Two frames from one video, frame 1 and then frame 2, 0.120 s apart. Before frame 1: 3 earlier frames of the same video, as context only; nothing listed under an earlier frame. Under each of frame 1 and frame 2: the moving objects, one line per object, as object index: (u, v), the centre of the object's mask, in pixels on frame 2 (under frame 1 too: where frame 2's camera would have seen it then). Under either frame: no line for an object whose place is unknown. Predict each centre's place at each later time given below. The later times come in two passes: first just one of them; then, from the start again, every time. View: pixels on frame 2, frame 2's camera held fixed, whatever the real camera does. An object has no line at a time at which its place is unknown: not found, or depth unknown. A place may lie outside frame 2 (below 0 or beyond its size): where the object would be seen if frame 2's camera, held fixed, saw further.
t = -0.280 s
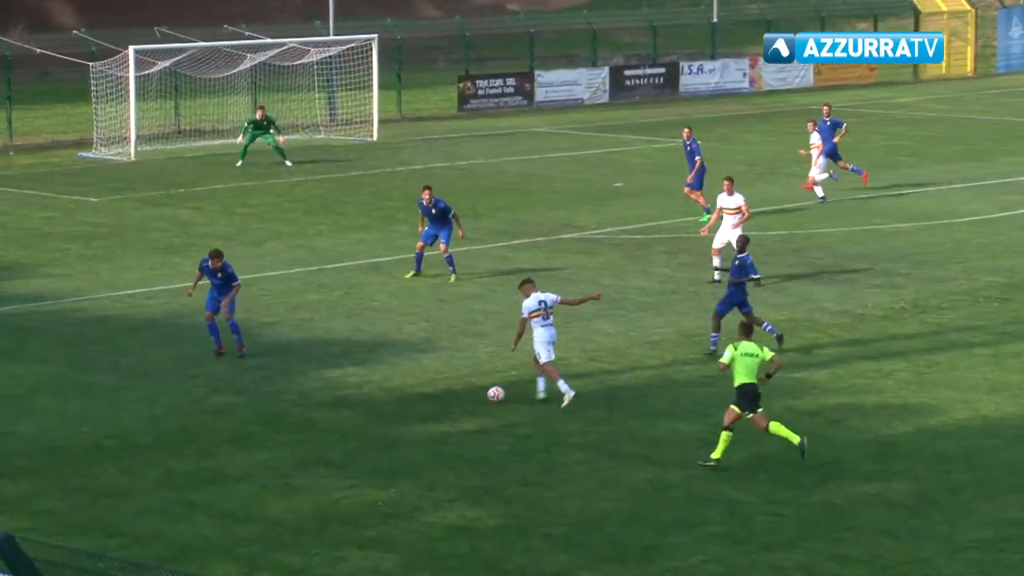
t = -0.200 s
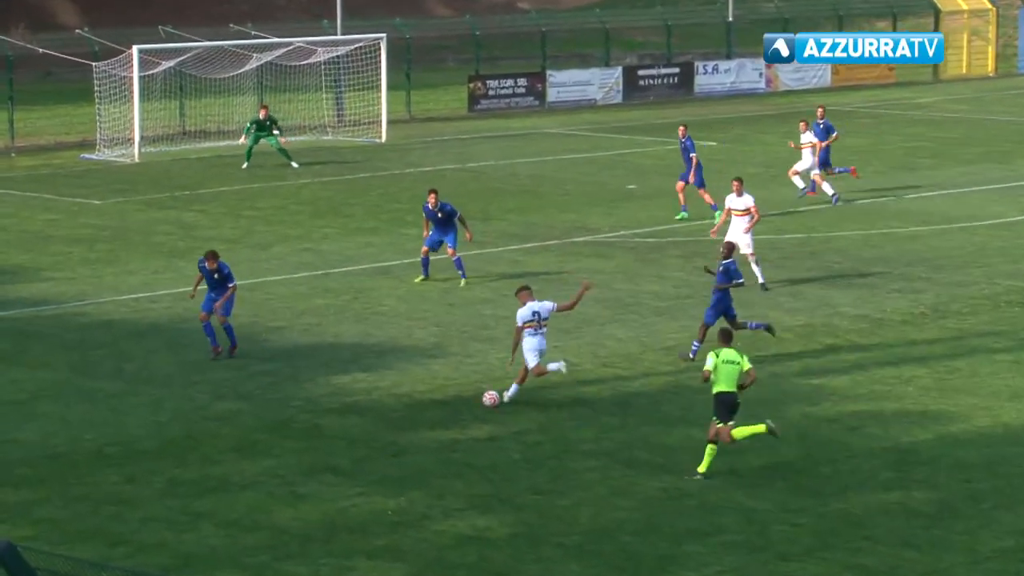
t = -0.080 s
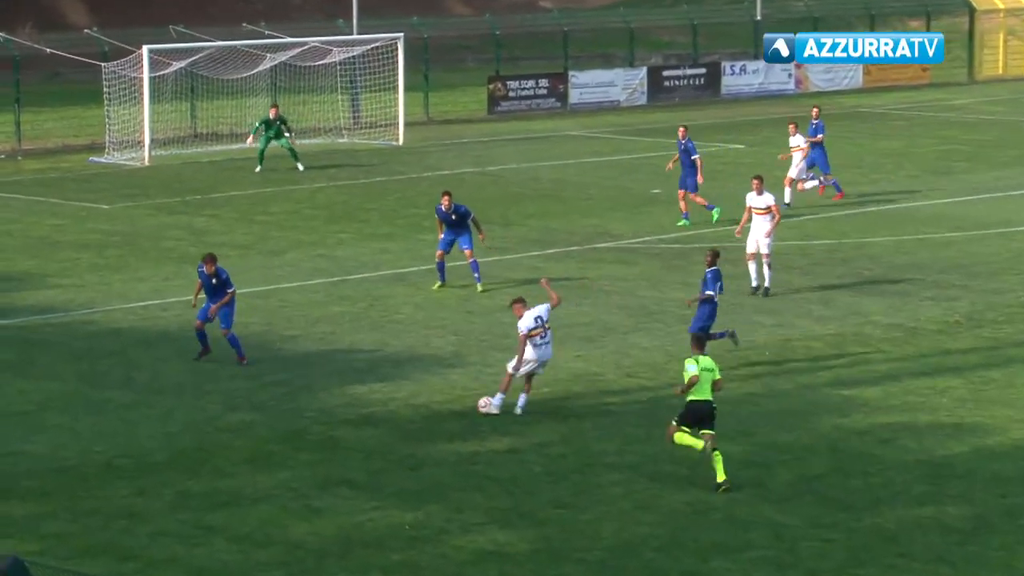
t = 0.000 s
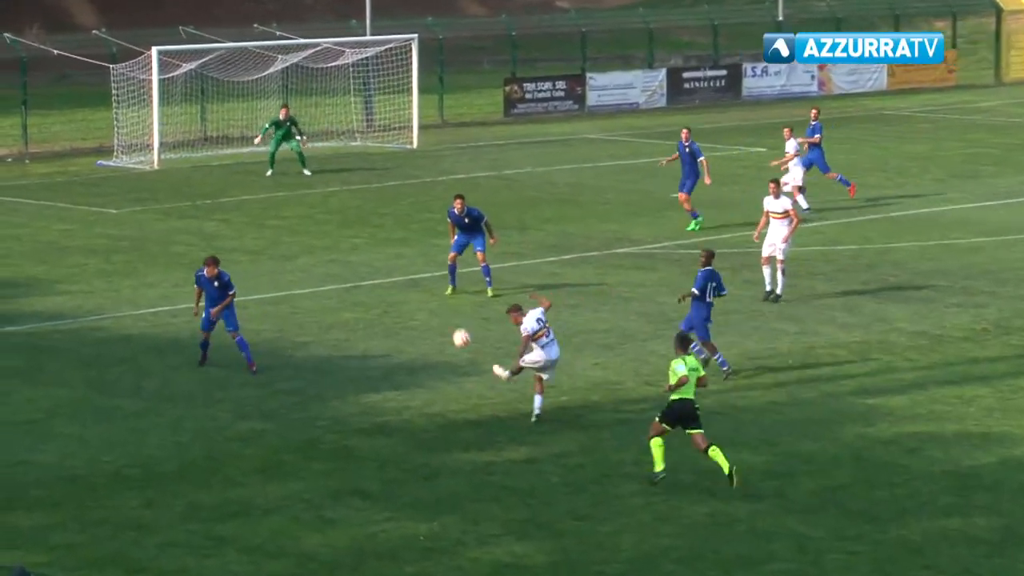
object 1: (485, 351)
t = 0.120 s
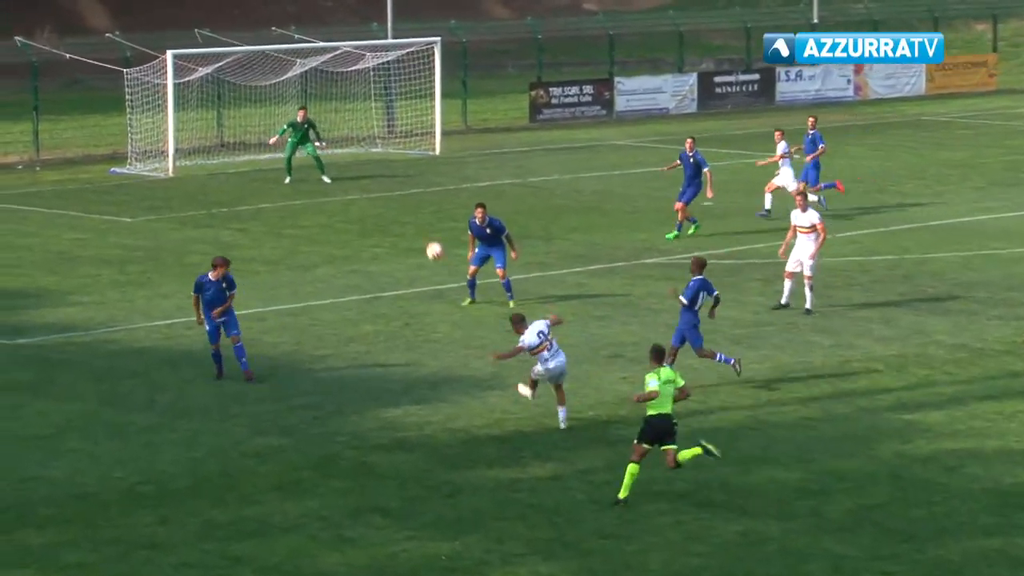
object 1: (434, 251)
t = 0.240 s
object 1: (399, 169)
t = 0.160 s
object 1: (421, 221)
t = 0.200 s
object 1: (409, 194)
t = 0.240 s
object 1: (399, 169)
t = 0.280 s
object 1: (390, 145)
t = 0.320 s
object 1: (380, 126)
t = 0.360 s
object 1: (372, 102)
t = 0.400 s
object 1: (366, 84)
